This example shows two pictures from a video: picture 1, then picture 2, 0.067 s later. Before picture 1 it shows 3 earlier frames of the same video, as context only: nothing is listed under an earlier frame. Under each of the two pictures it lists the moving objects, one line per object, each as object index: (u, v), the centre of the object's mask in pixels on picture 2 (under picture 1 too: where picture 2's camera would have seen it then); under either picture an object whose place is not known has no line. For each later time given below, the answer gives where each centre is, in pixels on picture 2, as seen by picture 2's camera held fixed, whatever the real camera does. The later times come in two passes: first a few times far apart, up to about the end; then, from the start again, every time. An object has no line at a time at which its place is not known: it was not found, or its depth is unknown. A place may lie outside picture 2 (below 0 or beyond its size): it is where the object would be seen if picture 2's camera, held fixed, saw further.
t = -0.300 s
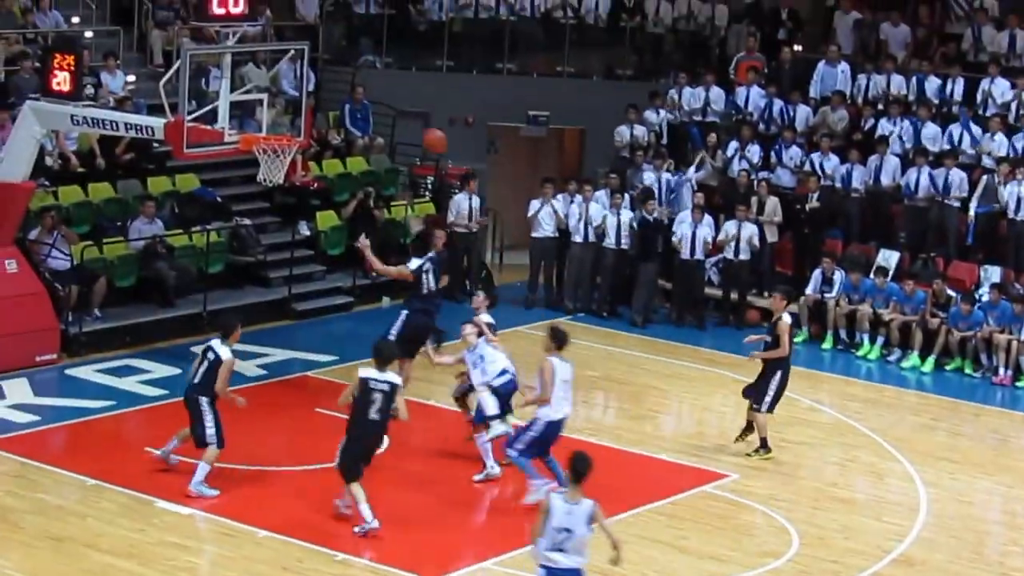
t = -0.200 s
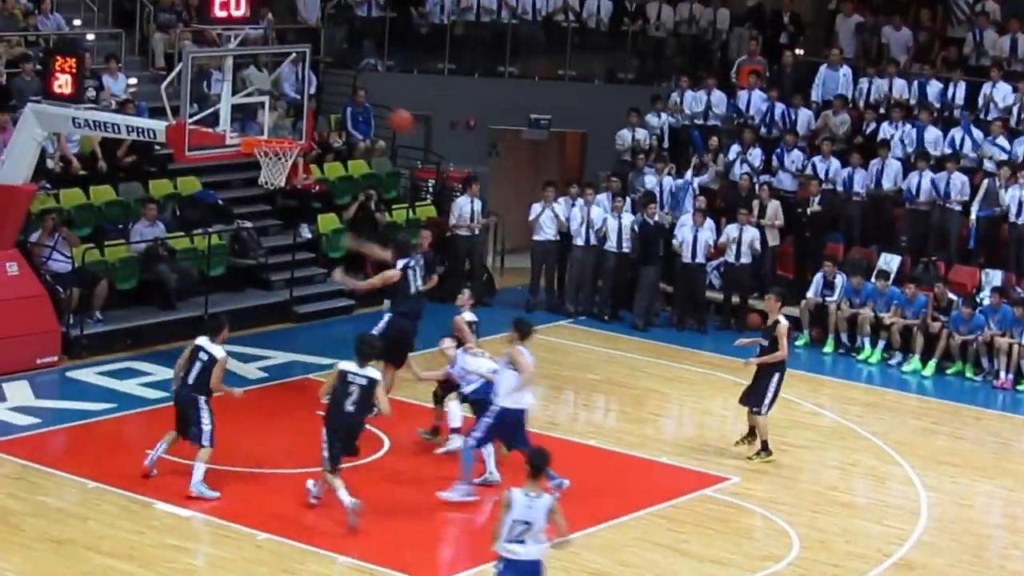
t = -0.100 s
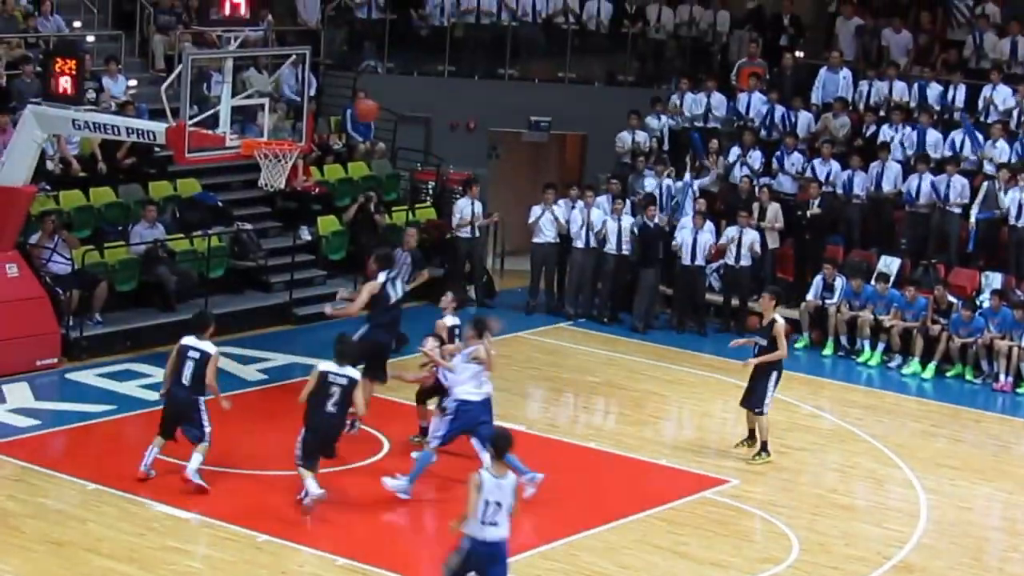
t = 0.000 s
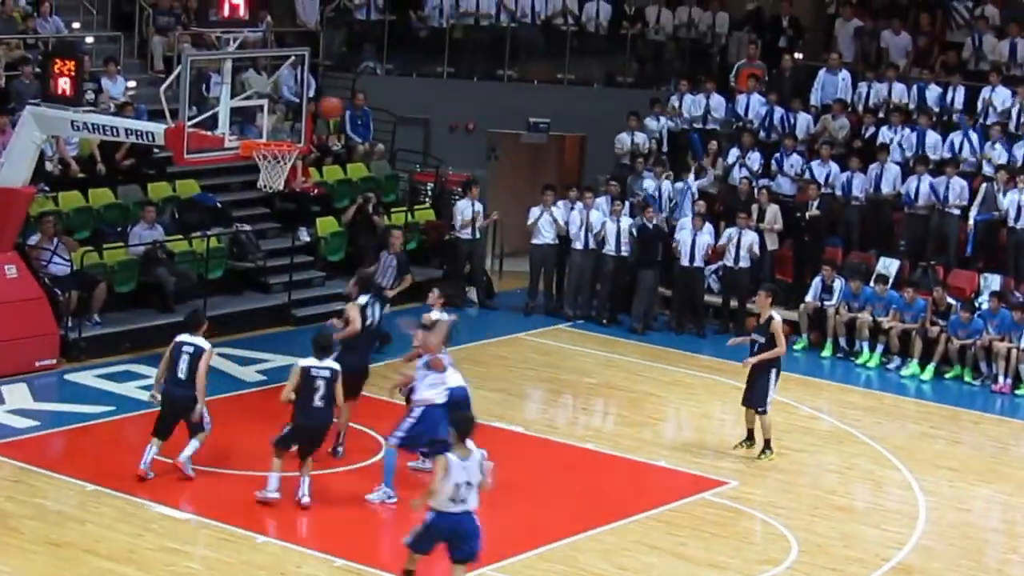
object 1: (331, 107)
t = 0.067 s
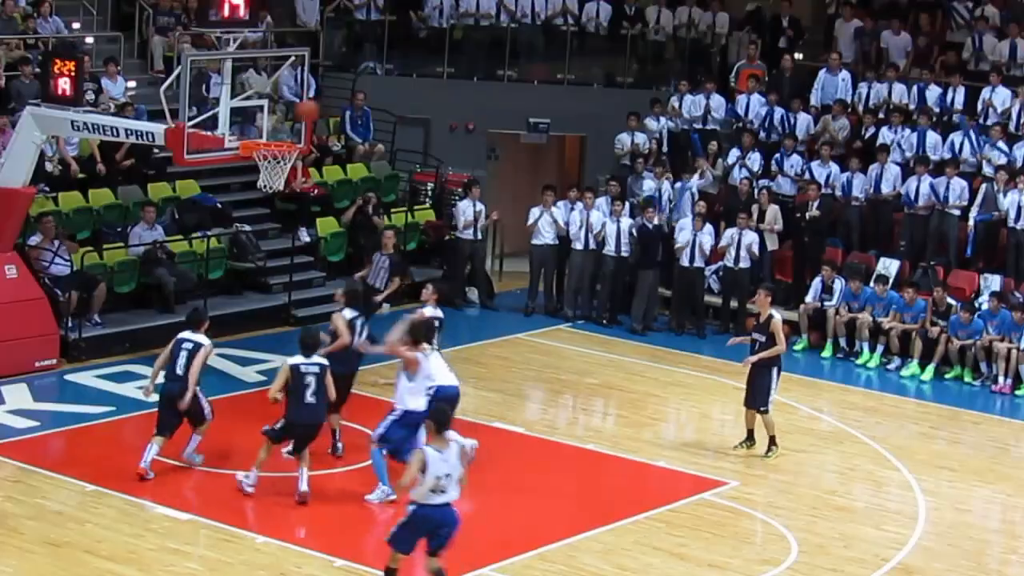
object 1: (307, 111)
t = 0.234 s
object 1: (273, 125)
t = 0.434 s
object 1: (307, 90)
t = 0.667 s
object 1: (342, 96)
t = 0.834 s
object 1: (368, 134)
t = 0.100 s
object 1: (295, 114)
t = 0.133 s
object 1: (284, 117)
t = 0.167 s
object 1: (273, 123)
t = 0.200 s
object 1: (268, 129)
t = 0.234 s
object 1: (273, 125)
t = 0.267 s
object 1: (279, 117)
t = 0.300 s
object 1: (284, 110)
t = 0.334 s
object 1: (289, 103)
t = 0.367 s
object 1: (295, 98)
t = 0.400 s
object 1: (300, 94)
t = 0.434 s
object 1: (307, 90)
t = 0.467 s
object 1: (312, 88)
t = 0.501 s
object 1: (318, 87)
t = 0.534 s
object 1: (323, 87)
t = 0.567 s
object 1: (327, 88)
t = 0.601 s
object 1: (332, 89)
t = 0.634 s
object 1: (338, 92)
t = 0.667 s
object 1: (342, 96)
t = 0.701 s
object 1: (348, 102)
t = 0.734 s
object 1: (352, 108)
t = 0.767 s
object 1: (358, 115)
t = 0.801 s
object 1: (363, 124)
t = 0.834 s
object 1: (368, 134)
